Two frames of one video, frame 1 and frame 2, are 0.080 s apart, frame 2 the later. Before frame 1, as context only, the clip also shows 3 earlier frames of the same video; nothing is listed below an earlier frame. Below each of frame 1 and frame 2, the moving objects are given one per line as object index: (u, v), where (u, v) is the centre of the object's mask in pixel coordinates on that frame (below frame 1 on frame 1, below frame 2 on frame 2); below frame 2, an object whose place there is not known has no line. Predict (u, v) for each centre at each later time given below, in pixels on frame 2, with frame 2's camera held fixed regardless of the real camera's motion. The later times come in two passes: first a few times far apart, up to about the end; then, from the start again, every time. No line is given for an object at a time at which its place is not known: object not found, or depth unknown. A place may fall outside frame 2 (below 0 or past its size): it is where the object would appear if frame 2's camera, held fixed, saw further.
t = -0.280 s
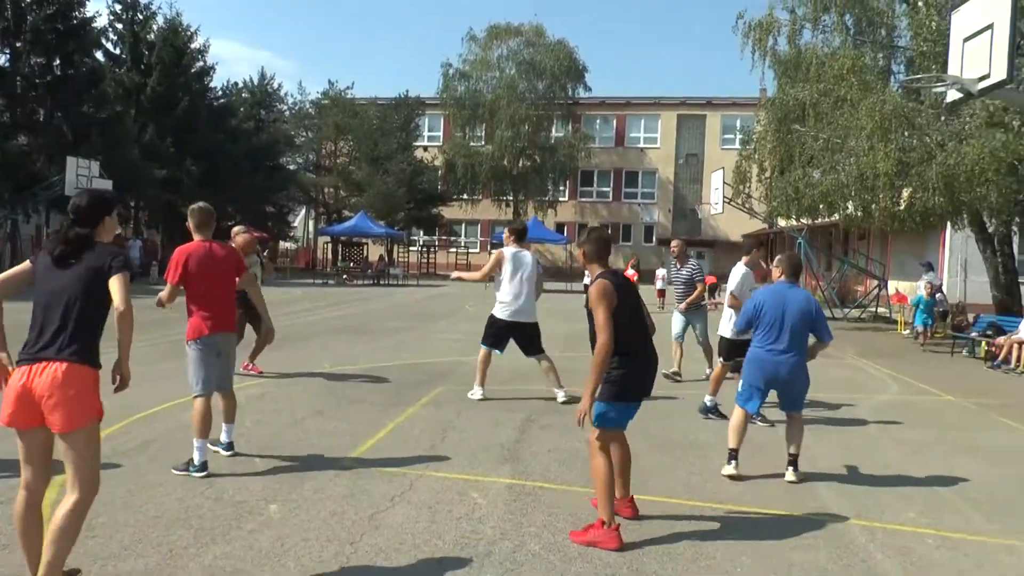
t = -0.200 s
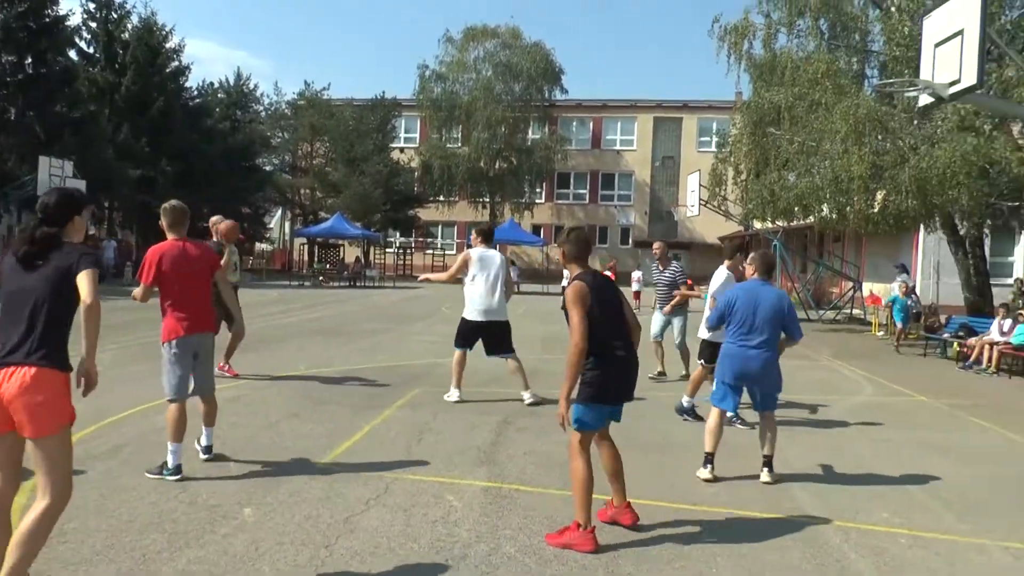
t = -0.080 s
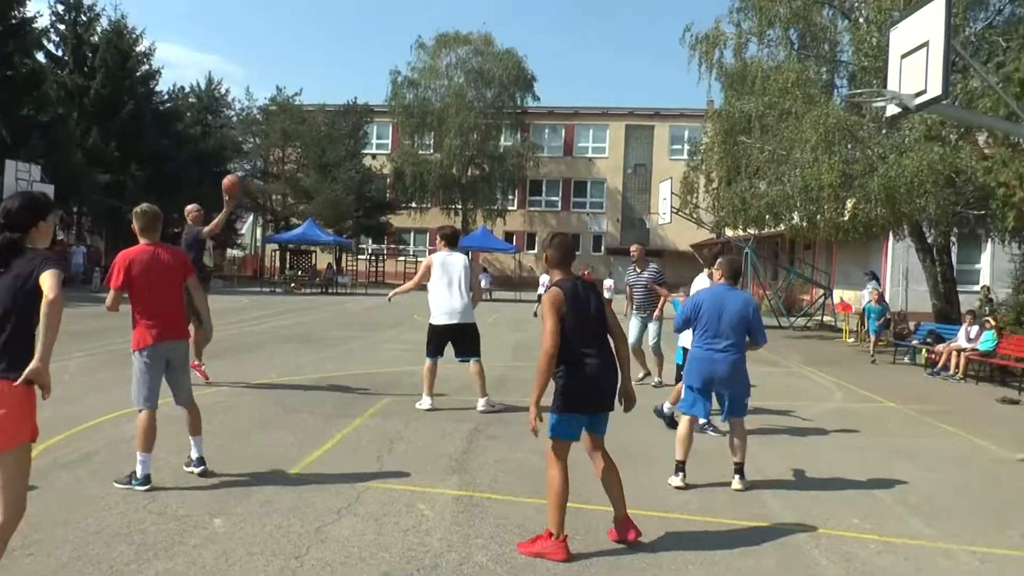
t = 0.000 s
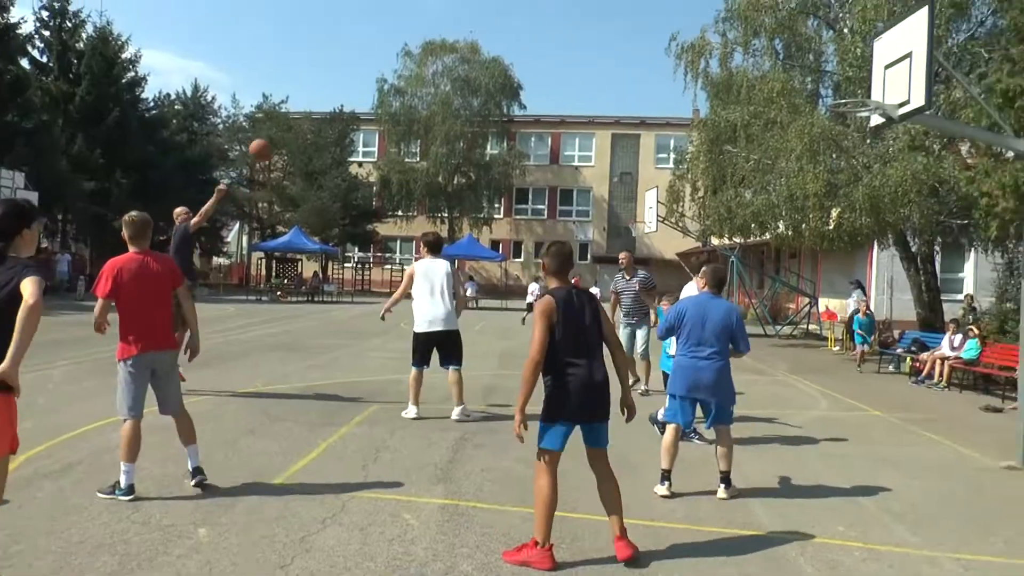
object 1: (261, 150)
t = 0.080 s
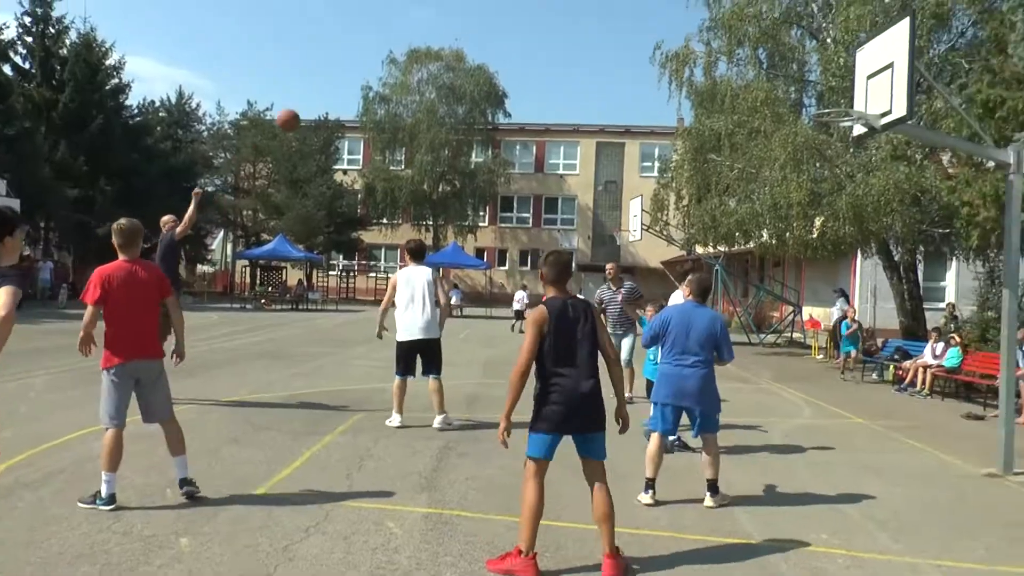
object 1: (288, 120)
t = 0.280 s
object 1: (400, 52)
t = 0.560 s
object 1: (562, 16)
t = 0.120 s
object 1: (311, 104)
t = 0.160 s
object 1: (333, 89)
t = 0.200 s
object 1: (356, 75)
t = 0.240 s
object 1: (378, 62)
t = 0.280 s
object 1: (400, 52)
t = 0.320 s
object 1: (423, 42)
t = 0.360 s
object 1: (446, 34)
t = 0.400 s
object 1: (469, 27)
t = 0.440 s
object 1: (493, 22)
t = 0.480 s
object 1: (516, 19)
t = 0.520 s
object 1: (539, 17)
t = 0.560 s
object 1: (562, 16)
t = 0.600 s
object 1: (585, 18)
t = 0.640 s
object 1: (609, 21)
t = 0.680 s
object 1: (633, 25)
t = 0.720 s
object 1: (656, 31)
